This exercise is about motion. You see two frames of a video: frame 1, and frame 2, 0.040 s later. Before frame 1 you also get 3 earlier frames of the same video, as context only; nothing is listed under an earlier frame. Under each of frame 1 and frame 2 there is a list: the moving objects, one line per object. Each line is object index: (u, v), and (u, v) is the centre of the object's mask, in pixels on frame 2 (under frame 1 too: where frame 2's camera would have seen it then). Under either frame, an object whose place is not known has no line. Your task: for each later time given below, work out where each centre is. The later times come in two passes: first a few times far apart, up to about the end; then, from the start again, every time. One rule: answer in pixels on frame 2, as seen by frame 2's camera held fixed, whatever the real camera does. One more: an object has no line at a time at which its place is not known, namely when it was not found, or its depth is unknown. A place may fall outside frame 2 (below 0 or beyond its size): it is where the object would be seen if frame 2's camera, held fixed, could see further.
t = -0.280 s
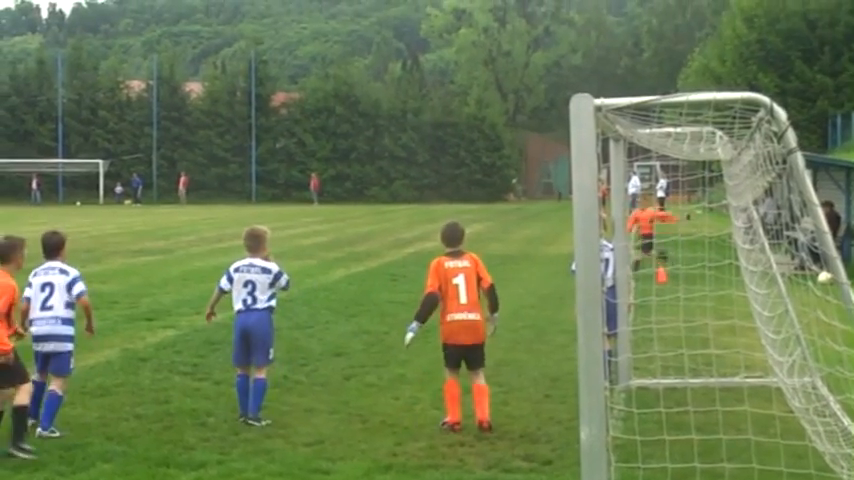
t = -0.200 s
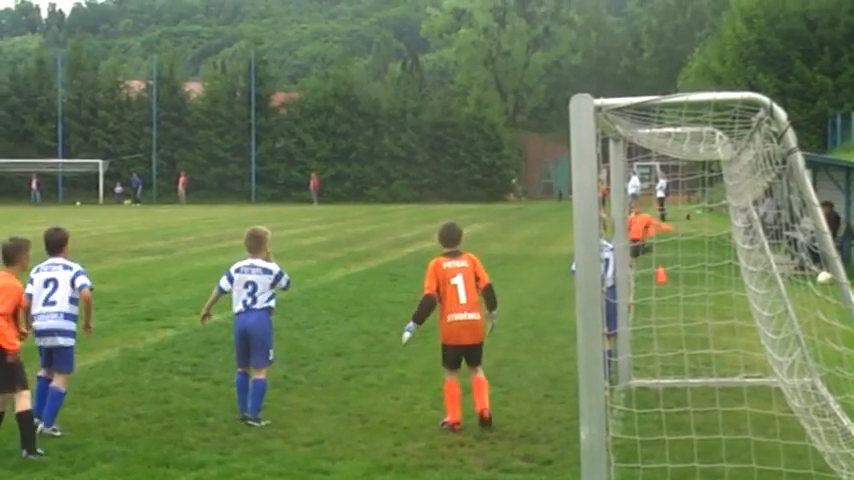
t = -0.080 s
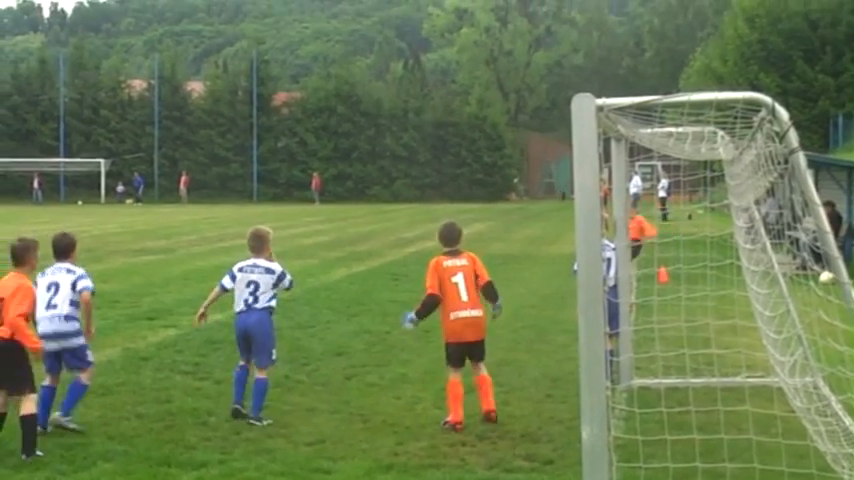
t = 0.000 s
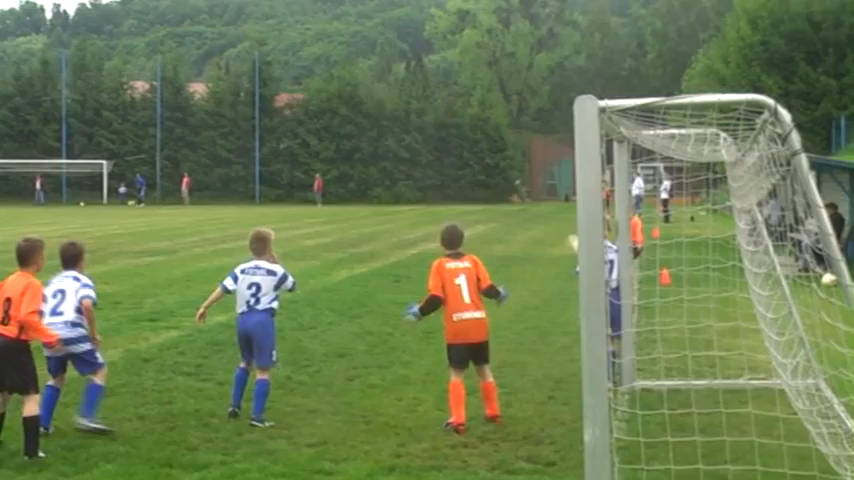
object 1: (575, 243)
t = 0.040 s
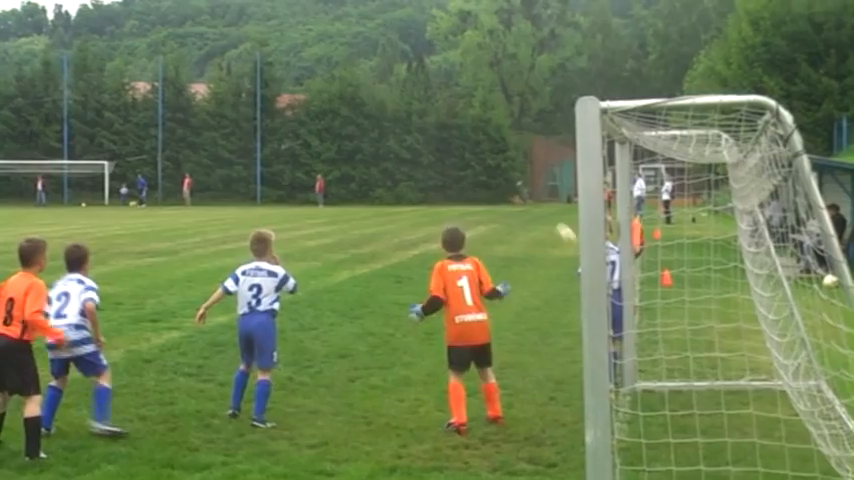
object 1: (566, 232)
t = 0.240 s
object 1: (498, 175)
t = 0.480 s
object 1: (404, 124)
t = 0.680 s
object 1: (309, 103)
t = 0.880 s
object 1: (190, 115)
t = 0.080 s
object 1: (553, 220)
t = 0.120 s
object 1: (539, 208)
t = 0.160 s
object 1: (524, 196)
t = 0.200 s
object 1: (511, 185)
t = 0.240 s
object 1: (498, 175)
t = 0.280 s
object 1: (484, 165)
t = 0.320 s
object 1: (468, 156)
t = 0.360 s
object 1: (453, 146)
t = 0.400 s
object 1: (438, 138)
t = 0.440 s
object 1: (421, 131)
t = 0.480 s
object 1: (404, 124)
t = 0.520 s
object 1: (387, 118)
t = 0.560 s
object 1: (369, 112)
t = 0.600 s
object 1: (350, 108)
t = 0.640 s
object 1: (331, 105)
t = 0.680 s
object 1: (309, 103)
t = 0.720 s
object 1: (289, 102)
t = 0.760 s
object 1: (267, 103)
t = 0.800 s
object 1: (242, 106)
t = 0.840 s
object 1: (217, 110)
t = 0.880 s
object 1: (190, 115)
